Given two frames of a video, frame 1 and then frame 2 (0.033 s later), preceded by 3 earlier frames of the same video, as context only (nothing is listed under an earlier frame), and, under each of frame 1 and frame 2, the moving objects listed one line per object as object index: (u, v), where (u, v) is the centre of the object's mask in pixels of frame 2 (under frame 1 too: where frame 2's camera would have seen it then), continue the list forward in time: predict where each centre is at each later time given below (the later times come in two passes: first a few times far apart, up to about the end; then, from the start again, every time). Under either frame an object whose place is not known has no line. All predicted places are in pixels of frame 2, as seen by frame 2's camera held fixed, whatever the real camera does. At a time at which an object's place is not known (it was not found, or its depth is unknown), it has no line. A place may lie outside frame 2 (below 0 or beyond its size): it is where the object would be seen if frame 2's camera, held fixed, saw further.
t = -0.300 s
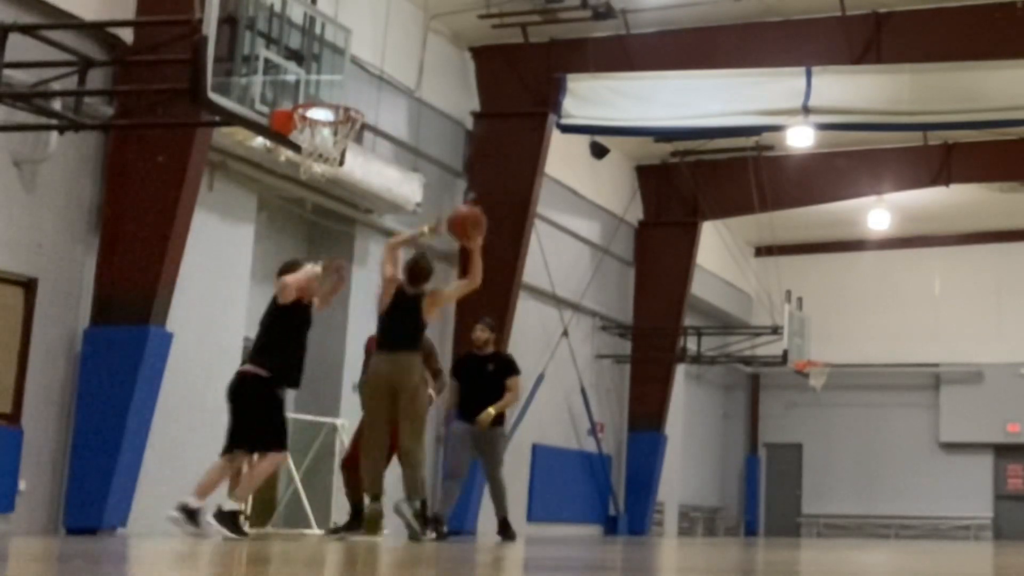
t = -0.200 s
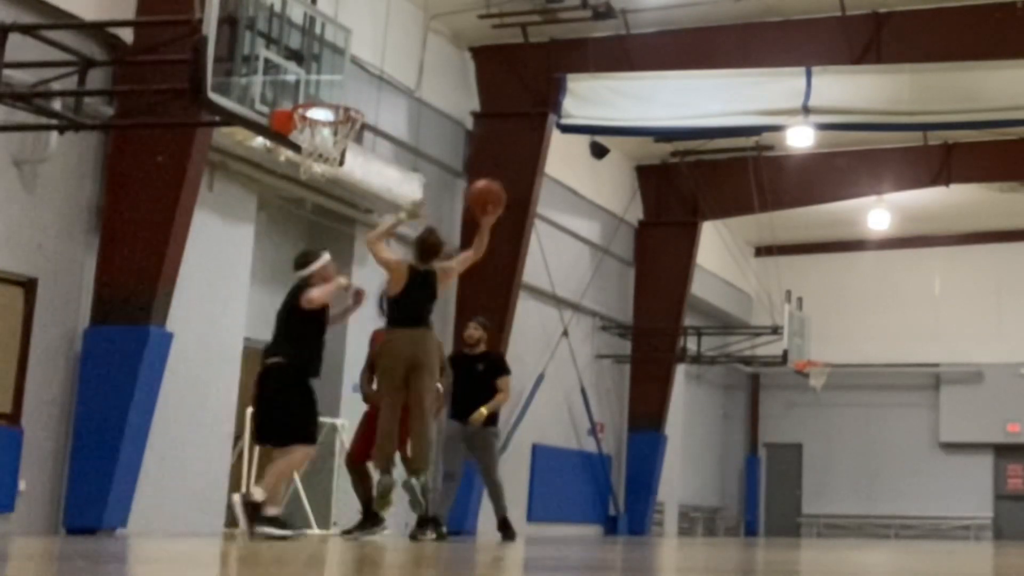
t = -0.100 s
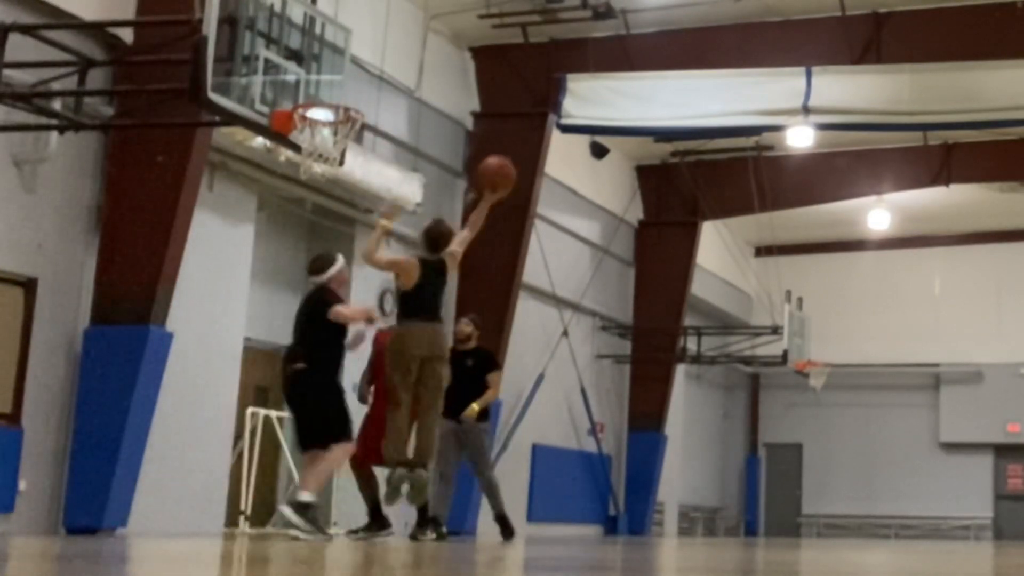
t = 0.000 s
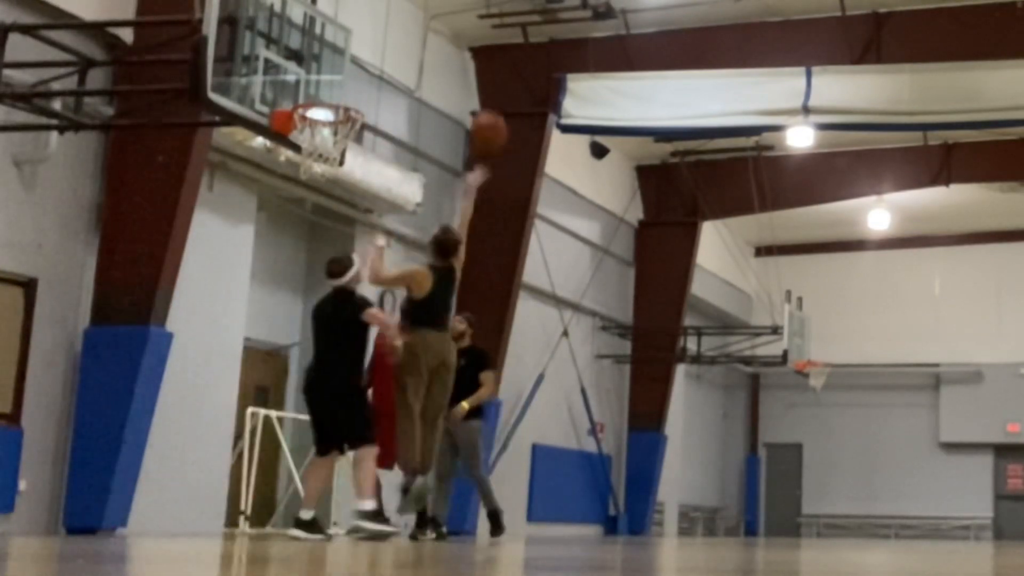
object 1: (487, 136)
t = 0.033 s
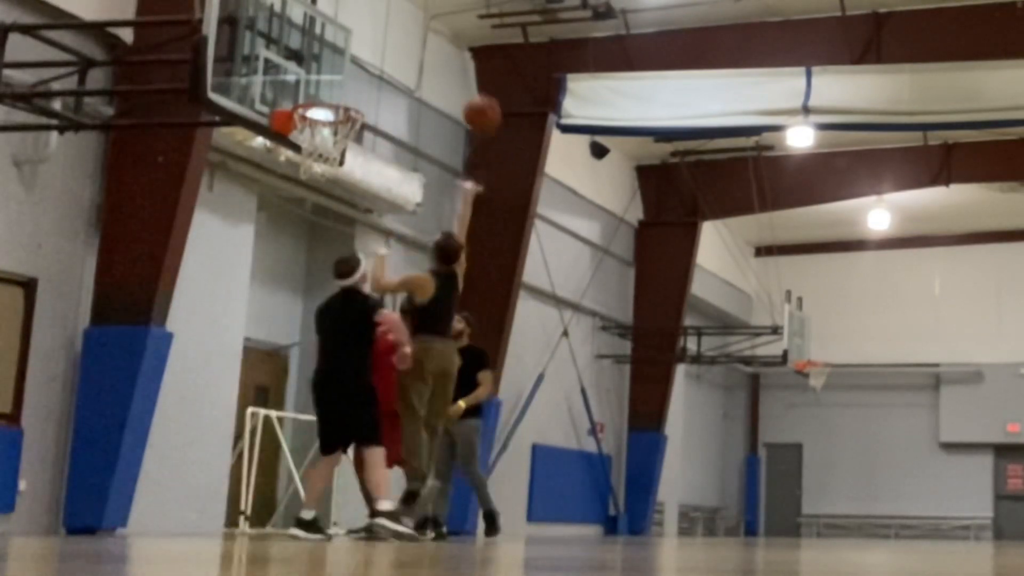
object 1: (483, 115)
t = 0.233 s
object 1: (445, 48)
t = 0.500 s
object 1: (396, 44)
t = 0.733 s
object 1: (354, 100)
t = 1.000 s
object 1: (323, 102)
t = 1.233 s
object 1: (307, 93)
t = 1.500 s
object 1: (317, 103)
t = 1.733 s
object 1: (342, 148)
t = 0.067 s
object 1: (477, 99)
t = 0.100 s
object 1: (470, 84)
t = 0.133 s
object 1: (464, 72)
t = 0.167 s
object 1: (458, 62)
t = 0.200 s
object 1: (452, 54)
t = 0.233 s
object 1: (445, 48)
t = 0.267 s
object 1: (439, 41)
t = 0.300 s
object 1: (433, 37)
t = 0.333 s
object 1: (427, 34)
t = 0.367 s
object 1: (421, 33)
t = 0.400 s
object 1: (414, 34)
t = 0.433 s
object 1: (409, 36)
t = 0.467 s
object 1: (402, 40)
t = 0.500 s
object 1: (396, 44)
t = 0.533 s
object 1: (389, 50)
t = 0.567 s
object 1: (383, 57)
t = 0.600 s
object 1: (377, 67)
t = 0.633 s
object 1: (370, 77)
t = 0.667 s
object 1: (364, 88)
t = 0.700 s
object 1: (357, 101)
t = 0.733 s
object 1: (354, 100)
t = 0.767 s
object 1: (349, 96)
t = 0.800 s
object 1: (346, 92)
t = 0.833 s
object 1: (342, 91)
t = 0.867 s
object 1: (338, 91)
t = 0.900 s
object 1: (334, 91)
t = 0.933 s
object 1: (331, 92)
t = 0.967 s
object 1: (327, 96)
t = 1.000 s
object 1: (323, 102)
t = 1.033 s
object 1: (321, 99)
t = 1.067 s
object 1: (317, 94)
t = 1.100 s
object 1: (316, 92)
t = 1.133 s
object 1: (314, 90)
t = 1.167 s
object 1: (312, 90)
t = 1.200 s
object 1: (310, 91)
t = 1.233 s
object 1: (307, 93)
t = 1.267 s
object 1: (306, 95)
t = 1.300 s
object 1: (307, 94)
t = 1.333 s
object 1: (309, 92)
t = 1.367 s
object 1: (310, 92)
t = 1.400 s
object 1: (311, 93)
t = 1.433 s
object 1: (312, 93)
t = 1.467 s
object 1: (314, 96)
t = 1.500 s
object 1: (317, 103)
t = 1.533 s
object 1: (322, 106)
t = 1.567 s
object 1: (325, 110)
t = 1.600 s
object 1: (331, 116)
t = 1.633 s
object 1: (335, 122)
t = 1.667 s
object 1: (338, 133)
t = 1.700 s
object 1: (341, 139)
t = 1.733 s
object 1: (342, 148)
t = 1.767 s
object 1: (344, 151)
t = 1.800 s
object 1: (344, 155)
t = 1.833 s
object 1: (343, 160)
